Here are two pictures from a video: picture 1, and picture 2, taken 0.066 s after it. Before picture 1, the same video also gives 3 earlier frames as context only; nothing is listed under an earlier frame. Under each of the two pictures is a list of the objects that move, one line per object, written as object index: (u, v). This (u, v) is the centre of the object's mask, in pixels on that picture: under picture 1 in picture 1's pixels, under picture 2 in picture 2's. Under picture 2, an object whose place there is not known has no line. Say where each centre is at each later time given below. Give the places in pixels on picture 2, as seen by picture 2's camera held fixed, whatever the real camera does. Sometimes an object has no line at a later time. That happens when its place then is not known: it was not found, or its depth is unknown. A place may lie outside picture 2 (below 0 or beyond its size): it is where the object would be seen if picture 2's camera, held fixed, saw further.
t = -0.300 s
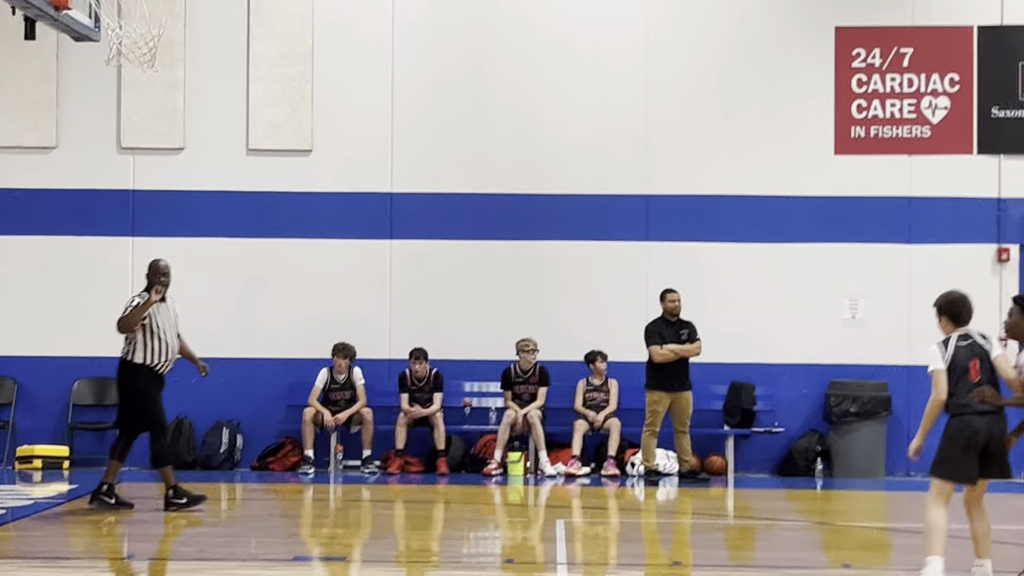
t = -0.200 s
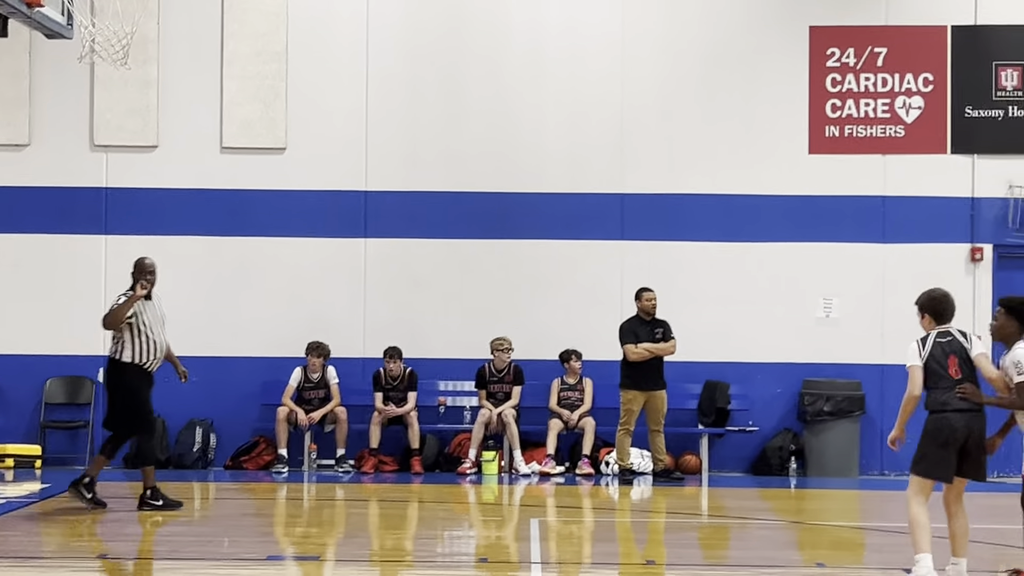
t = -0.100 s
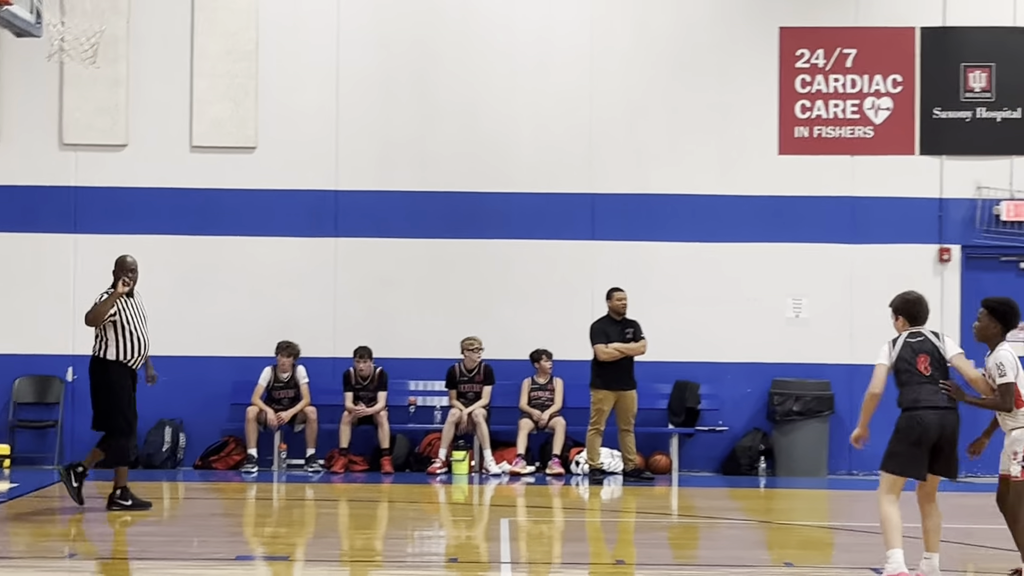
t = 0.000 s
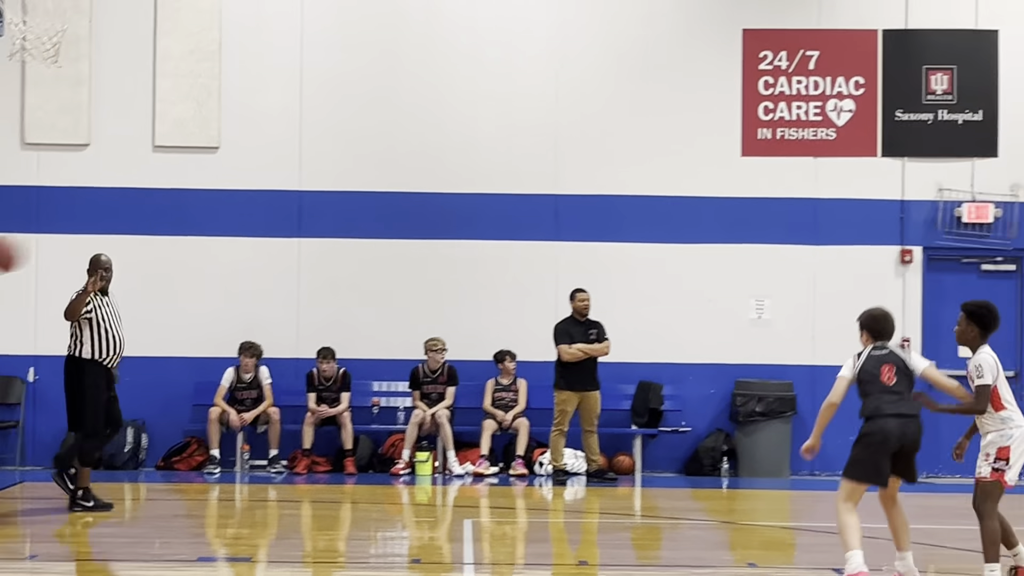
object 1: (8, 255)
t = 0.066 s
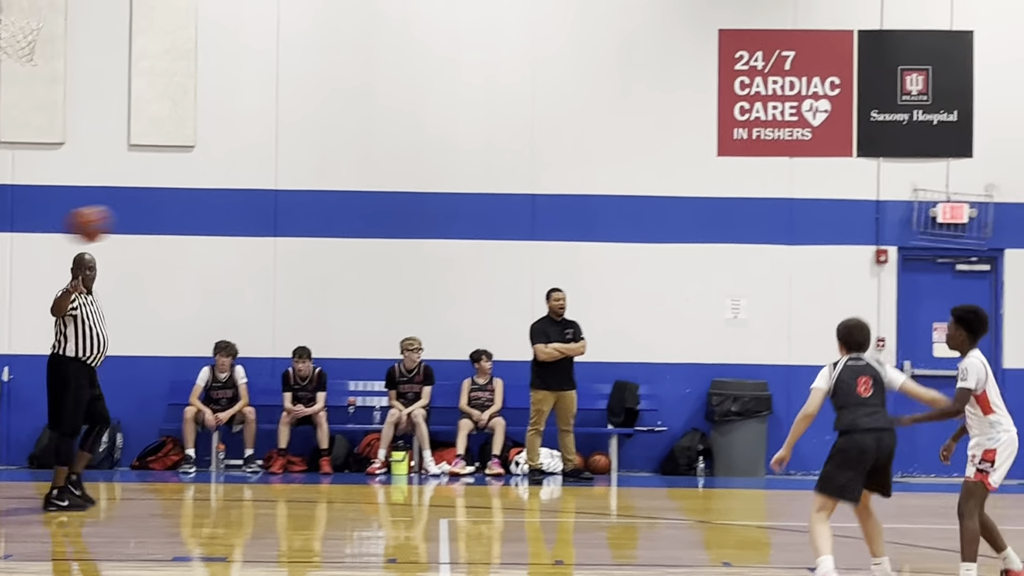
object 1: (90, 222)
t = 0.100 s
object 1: (143, 213)
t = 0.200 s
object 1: (293, 194)
